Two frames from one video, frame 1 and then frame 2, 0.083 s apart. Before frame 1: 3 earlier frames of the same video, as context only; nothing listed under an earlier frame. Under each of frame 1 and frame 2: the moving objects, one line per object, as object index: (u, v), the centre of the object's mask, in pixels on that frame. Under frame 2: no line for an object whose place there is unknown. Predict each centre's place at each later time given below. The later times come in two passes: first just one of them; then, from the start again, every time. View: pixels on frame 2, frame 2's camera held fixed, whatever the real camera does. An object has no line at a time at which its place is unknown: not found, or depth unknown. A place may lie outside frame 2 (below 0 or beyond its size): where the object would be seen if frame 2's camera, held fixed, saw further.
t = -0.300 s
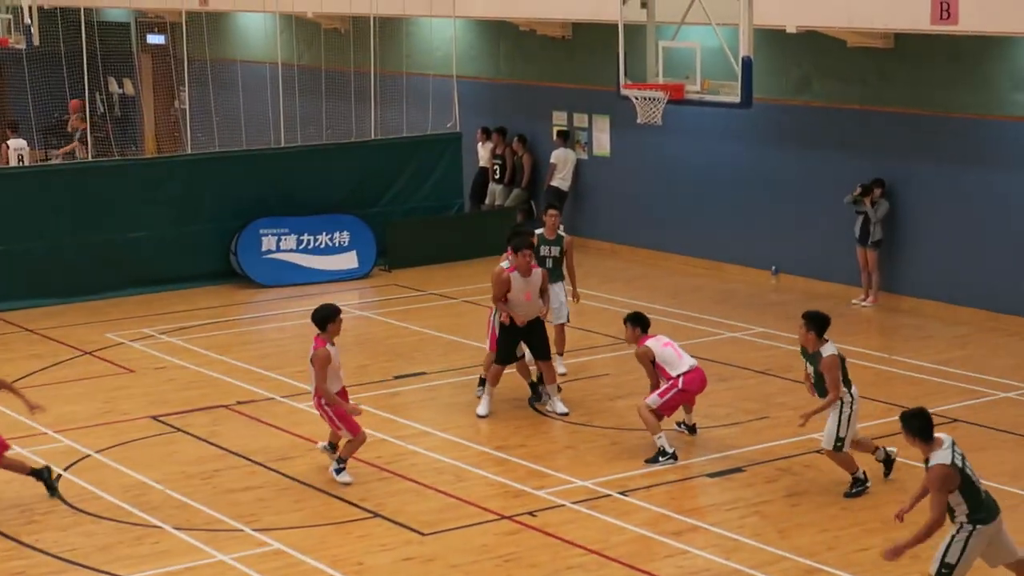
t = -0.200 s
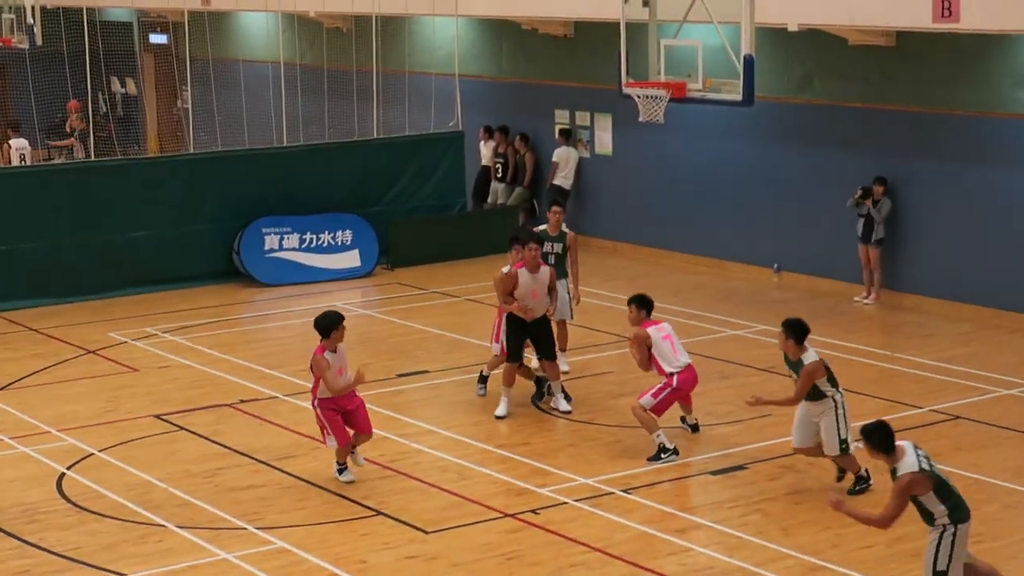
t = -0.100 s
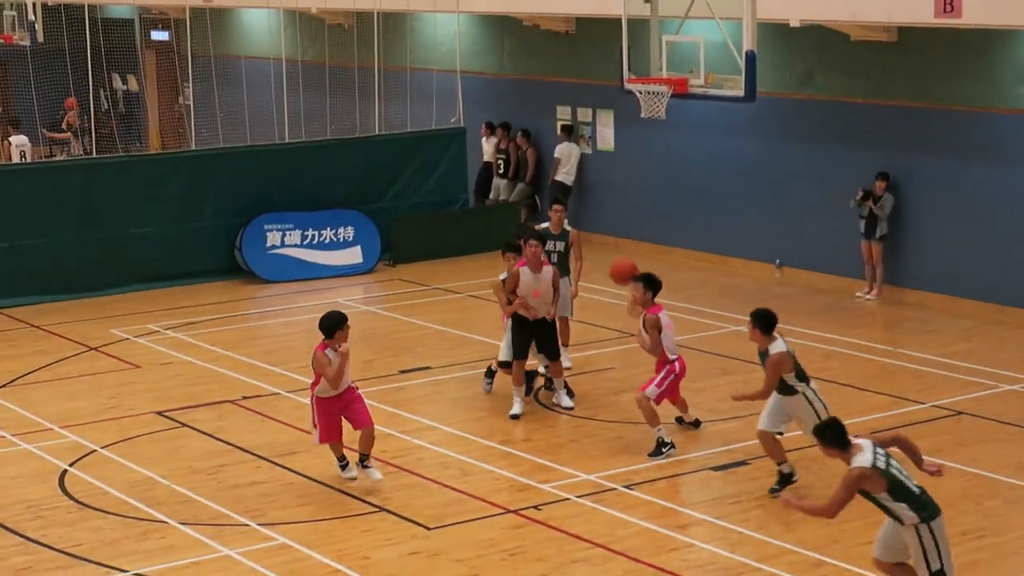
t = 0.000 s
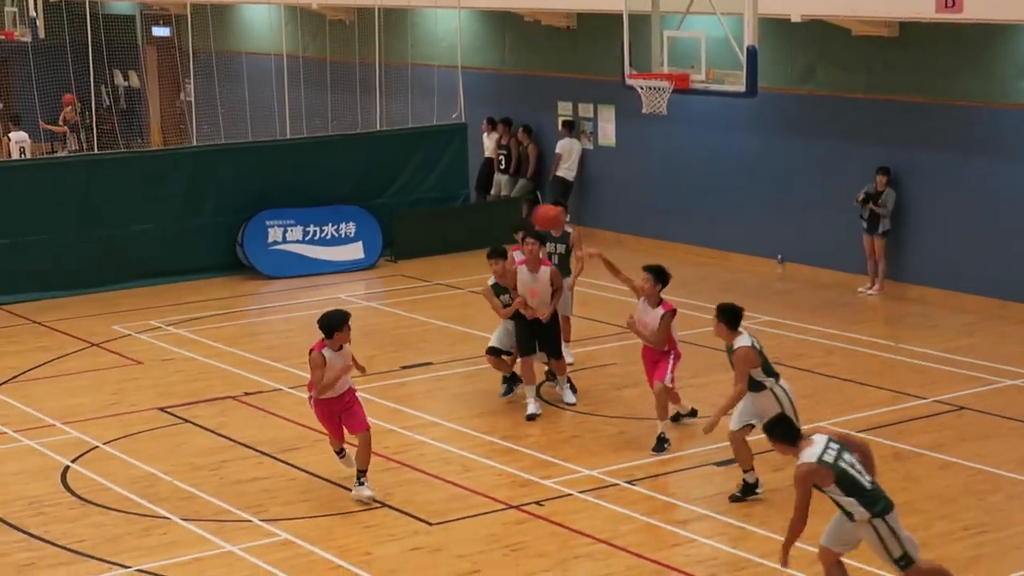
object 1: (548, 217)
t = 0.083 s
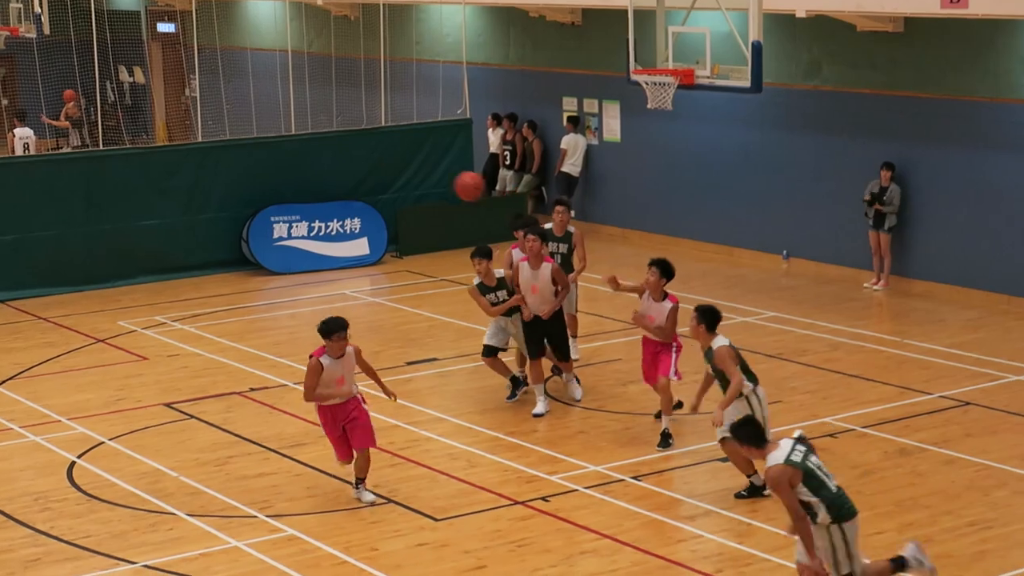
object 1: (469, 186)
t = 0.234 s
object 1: (307, 153)
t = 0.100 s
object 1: (451, 181)
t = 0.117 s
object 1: (435, 177)
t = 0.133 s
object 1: (418, 172)
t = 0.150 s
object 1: (400, 168)
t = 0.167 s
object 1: (382, 165)
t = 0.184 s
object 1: (364, 162)
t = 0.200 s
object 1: (346, 159)
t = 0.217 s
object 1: (327, 156)
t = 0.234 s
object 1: (307, 153)
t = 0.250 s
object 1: (289, 151)
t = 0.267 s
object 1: (270, 150)
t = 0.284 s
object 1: (251, 148)
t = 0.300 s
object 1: (231, 147)
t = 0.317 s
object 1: (211, 145)
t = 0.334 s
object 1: (192, 144)
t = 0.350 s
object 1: (172, 143)
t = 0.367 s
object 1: (152, 143)
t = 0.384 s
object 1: (132, 142)
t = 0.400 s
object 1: (112, 142)
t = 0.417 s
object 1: (91, 143)
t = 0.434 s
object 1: (70, 144)
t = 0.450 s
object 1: (50, 145)
